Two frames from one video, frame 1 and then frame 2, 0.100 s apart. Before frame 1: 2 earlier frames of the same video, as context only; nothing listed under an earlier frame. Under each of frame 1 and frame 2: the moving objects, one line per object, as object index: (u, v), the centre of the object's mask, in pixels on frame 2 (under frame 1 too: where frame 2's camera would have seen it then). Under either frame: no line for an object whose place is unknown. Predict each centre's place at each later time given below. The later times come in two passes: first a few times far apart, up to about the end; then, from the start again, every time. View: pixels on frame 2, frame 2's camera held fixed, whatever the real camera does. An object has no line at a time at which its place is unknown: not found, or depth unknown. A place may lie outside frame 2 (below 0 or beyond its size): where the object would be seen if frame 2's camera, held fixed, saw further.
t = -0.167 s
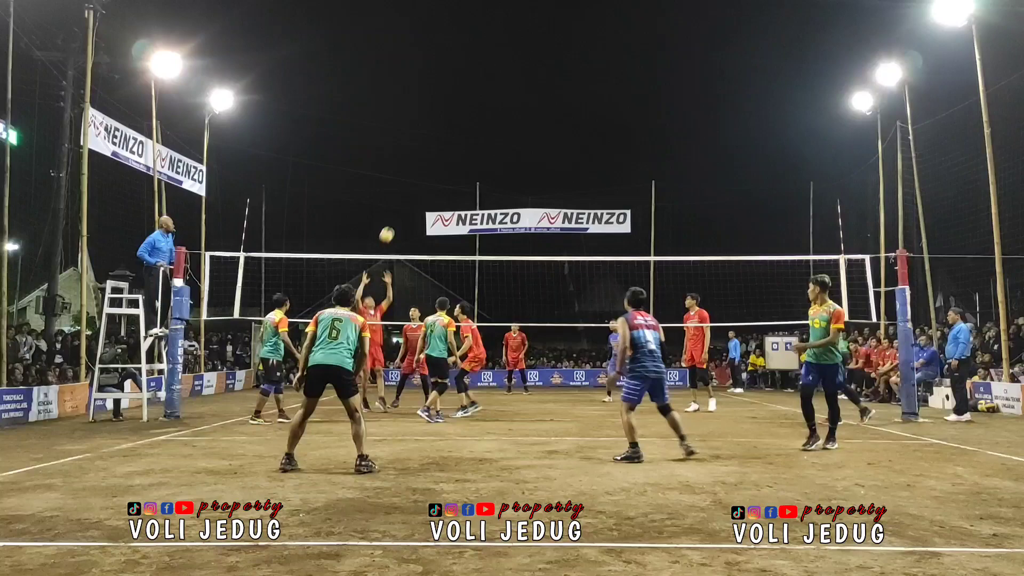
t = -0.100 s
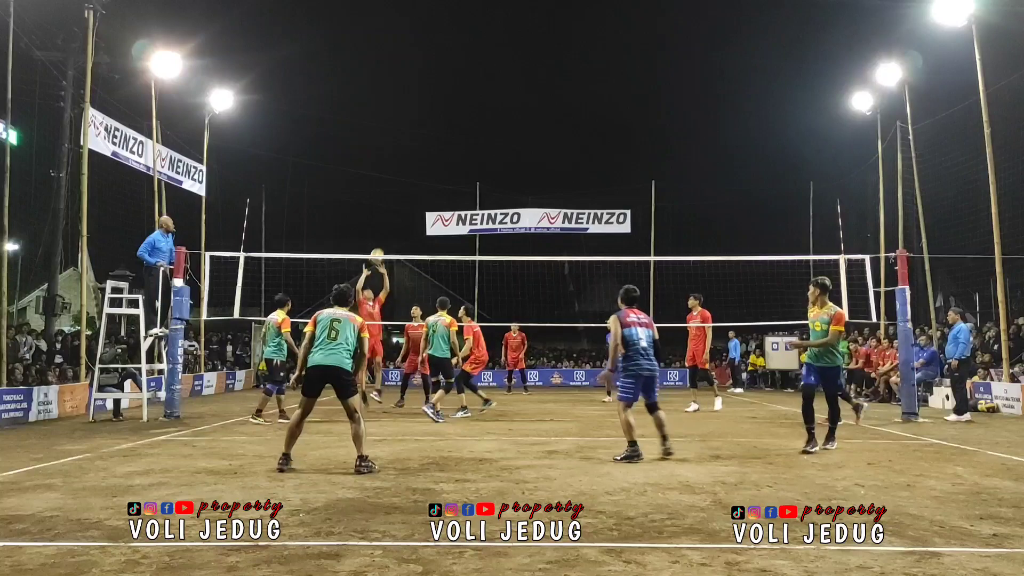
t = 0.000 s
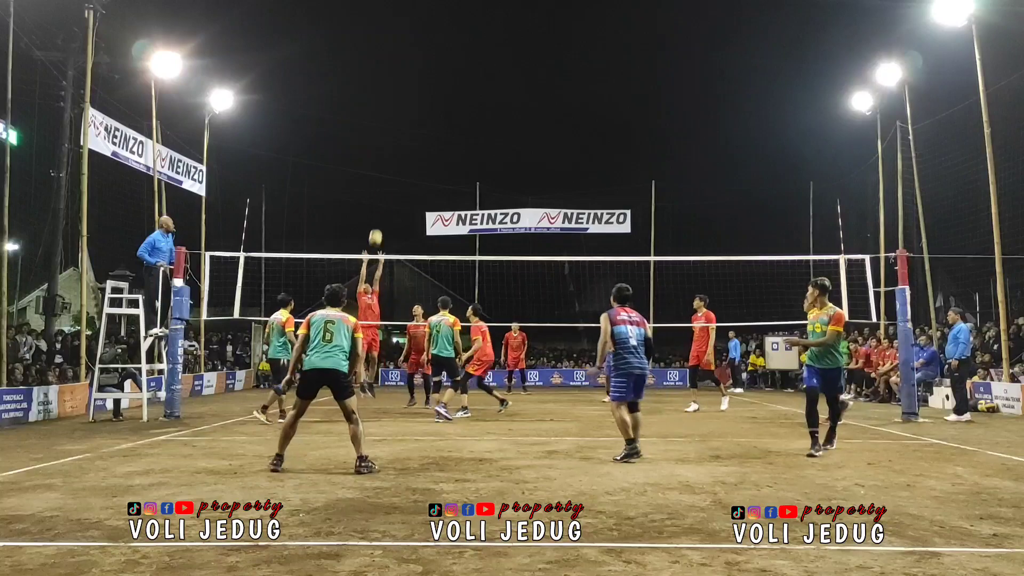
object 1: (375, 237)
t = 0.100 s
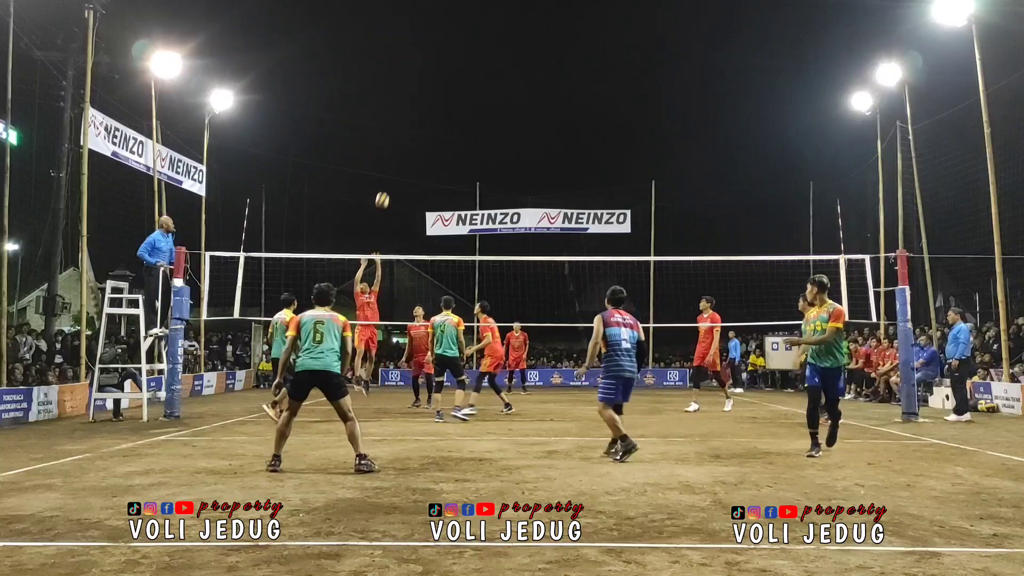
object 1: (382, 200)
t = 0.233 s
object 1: (390, 158)
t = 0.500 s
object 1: (407, 105)
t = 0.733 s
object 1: (419, 94)
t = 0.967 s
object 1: (432, 113)
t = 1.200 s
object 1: (444, 164)
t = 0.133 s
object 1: (384, 188)
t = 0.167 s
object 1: (386, 177)
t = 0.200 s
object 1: (388, 167)
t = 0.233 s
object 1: (390, 158)
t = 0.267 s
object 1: (392, 150)
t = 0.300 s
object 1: (395, 141)
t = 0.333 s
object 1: (396, 132)
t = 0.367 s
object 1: (397, 124)
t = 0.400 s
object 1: (400, 119)
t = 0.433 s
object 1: (403, 114)
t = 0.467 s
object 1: (405, 109)
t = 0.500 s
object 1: (407, 105)
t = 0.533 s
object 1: (409, 101)
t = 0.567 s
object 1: (411, 98)
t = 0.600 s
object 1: (412, 96)
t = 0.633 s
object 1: (414, 95)
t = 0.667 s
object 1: (416, 95)
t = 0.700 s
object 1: (418, 94)
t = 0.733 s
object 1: (419, 94)
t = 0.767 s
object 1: (421, 95)
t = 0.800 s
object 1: (423, 97)
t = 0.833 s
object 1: (425, 99)
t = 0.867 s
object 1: (427, 101)
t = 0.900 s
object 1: (428, 105)
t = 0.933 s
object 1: (430, 109)
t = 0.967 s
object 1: (432, 113)
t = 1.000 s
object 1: (434, 118)
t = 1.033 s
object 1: (435, 125)
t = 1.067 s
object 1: (437, 131)
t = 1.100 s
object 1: (439, 138)
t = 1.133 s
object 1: (441, 146)
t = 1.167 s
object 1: (442, 154)
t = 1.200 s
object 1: (444, 164)
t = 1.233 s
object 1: (446, 173)
